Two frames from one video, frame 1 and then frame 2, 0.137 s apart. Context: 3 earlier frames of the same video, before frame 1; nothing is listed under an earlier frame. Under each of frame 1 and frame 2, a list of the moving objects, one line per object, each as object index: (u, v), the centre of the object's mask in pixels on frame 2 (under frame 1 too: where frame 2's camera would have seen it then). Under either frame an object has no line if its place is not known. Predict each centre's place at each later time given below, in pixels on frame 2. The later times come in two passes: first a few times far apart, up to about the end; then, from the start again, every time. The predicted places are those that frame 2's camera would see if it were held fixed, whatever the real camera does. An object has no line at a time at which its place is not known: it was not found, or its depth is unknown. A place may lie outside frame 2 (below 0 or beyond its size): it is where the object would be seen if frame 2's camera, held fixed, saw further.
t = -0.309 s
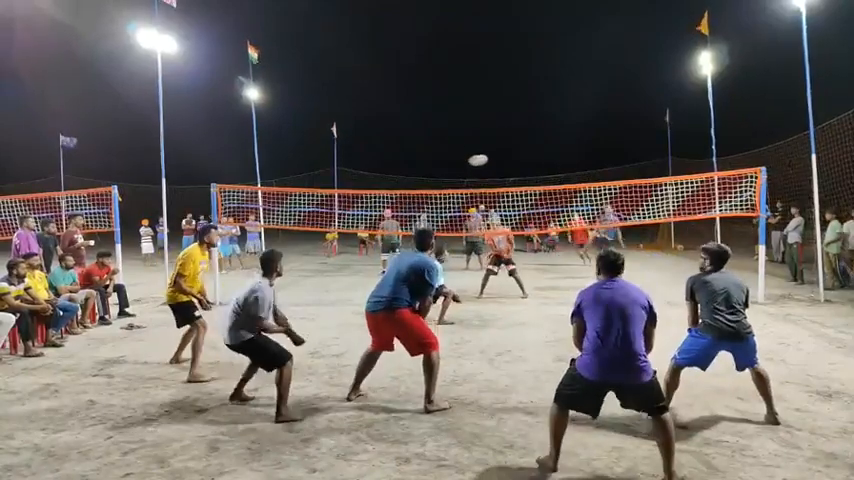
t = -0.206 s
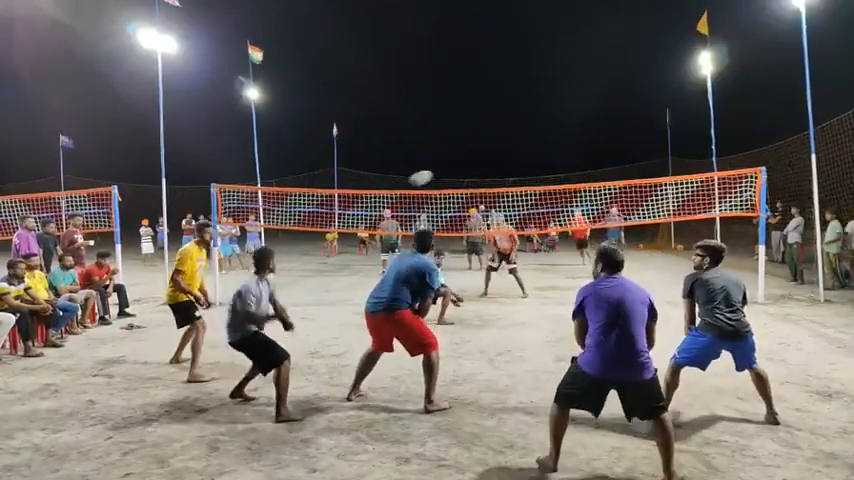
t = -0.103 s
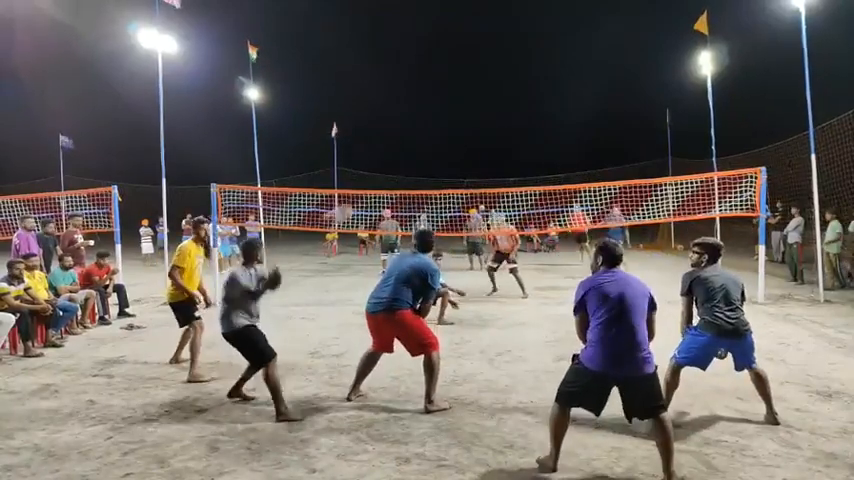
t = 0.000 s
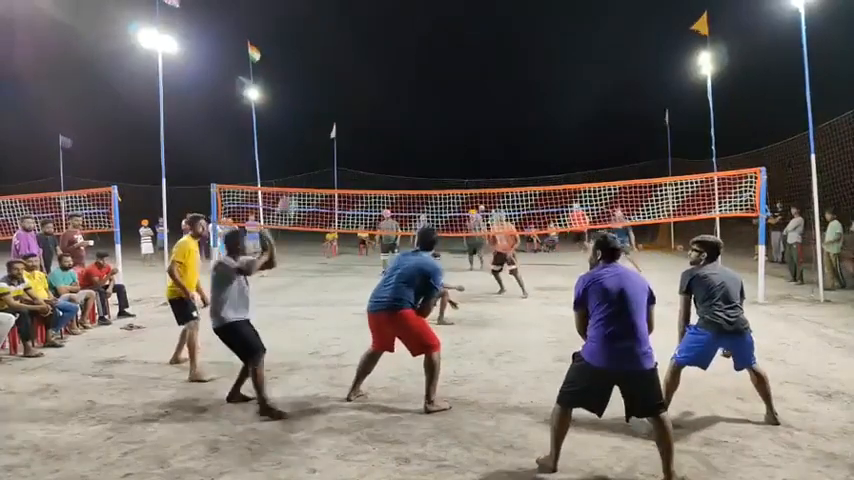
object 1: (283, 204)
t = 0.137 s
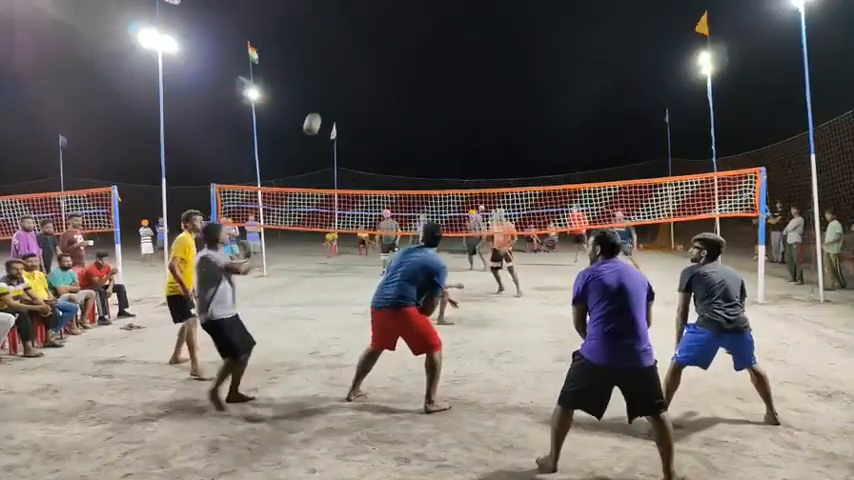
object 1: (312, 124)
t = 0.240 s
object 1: (327, 86)
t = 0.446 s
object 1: (349, 51)
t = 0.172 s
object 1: (317, 109)
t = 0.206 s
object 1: (322, 97)
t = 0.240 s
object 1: (327, 86)
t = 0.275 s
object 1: (331, 77)
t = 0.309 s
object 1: (335, 70)
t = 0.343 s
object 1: (339, 64)
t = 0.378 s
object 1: (342, 58)
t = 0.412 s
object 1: (346, 54)
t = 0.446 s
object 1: (349, 51)
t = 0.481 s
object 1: (352, 49)
